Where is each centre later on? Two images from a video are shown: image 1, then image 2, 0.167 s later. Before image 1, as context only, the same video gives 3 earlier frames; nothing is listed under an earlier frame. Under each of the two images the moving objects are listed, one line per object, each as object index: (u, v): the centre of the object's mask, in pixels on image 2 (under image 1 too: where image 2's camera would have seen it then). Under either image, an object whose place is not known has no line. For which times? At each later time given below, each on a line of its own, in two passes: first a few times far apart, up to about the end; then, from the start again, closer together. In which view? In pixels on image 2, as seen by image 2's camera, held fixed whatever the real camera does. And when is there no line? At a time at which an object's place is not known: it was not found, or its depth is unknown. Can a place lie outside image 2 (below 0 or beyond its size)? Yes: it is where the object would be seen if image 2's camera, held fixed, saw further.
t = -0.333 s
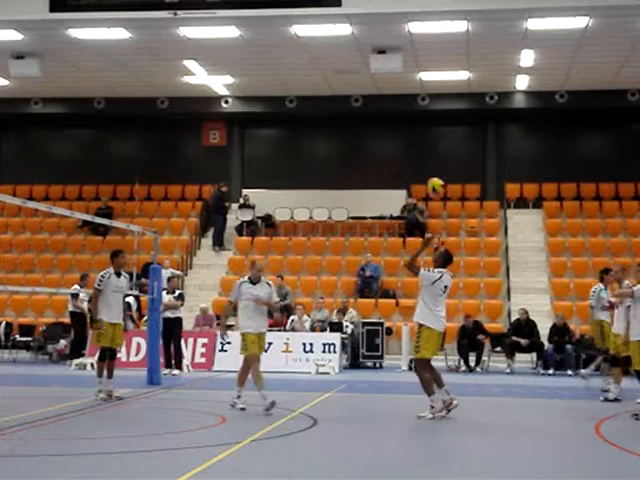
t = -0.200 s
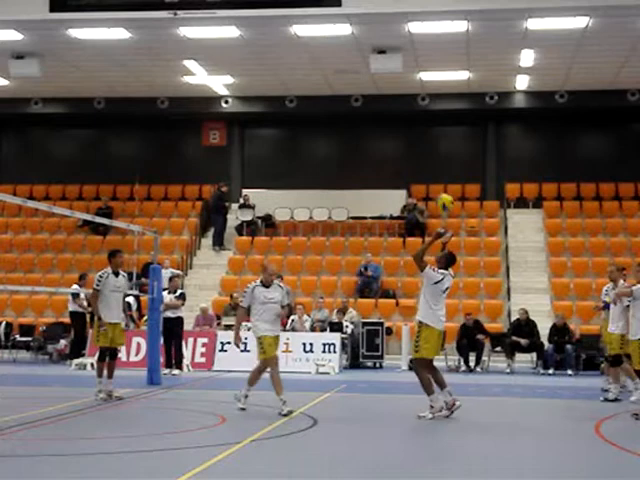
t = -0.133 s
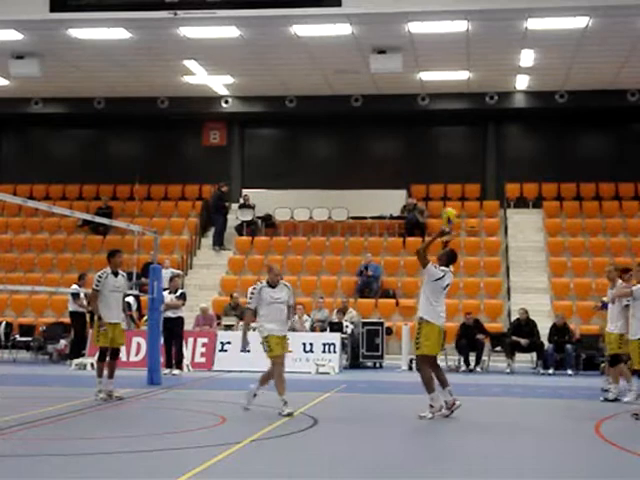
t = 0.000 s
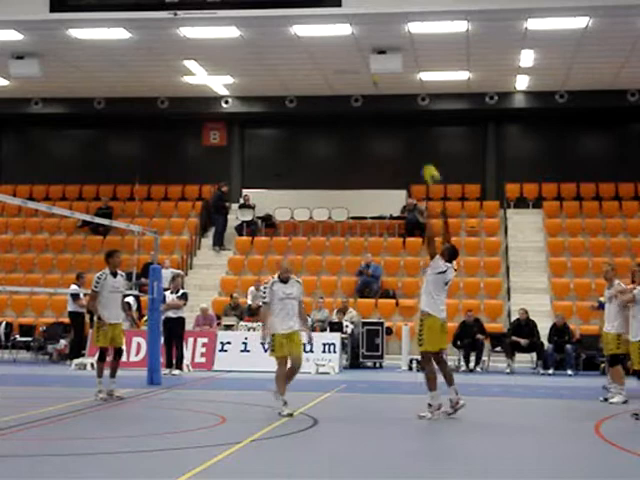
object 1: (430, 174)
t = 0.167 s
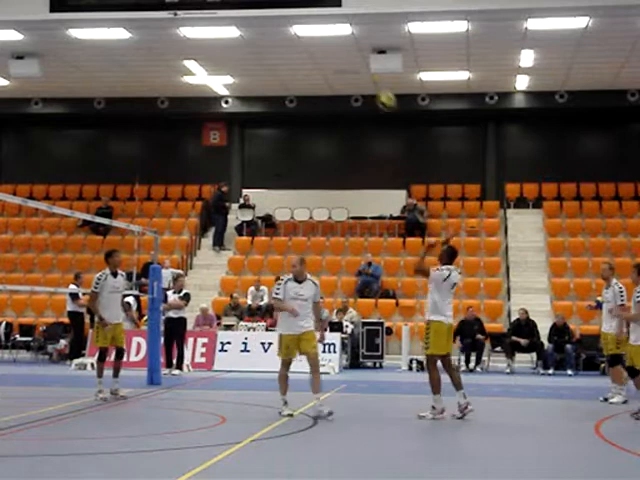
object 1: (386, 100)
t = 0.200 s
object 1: (377, 88)
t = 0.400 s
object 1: (333, 41)
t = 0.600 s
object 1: (288, 26)
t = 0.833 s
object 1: (244, 48)
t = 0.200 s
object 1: (377, 88)
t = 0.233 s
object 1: (369, 78)
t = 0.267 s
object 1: (362, 68)
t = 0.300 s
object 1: (355, 59)
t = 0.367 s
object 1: (340, 45)
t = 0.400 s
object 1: (333, 41)
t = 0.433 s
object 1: (326, 37)
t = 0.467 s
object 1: (317, 33)
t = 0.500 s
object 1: (310, 31)
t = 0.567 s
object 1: (295, 27)
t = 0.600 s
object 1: (288, 26)
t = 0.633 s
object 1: (282, 28)
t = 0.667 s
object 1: (275, 29)
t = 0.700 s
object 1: (270, 32)
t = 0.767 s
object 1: (256, 38)
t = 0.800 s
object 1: (250, 43)
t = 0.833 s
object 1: (244, 48)
